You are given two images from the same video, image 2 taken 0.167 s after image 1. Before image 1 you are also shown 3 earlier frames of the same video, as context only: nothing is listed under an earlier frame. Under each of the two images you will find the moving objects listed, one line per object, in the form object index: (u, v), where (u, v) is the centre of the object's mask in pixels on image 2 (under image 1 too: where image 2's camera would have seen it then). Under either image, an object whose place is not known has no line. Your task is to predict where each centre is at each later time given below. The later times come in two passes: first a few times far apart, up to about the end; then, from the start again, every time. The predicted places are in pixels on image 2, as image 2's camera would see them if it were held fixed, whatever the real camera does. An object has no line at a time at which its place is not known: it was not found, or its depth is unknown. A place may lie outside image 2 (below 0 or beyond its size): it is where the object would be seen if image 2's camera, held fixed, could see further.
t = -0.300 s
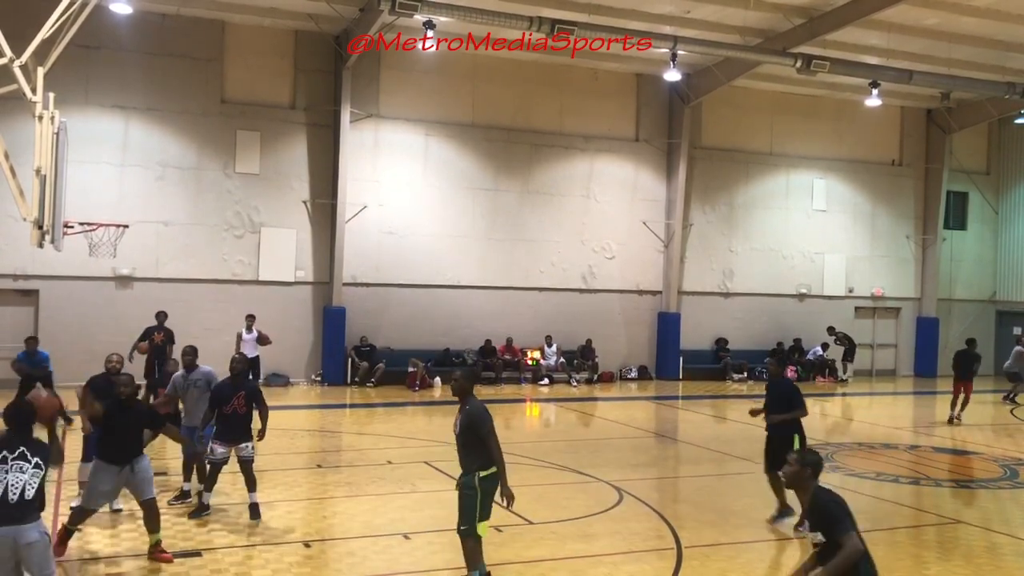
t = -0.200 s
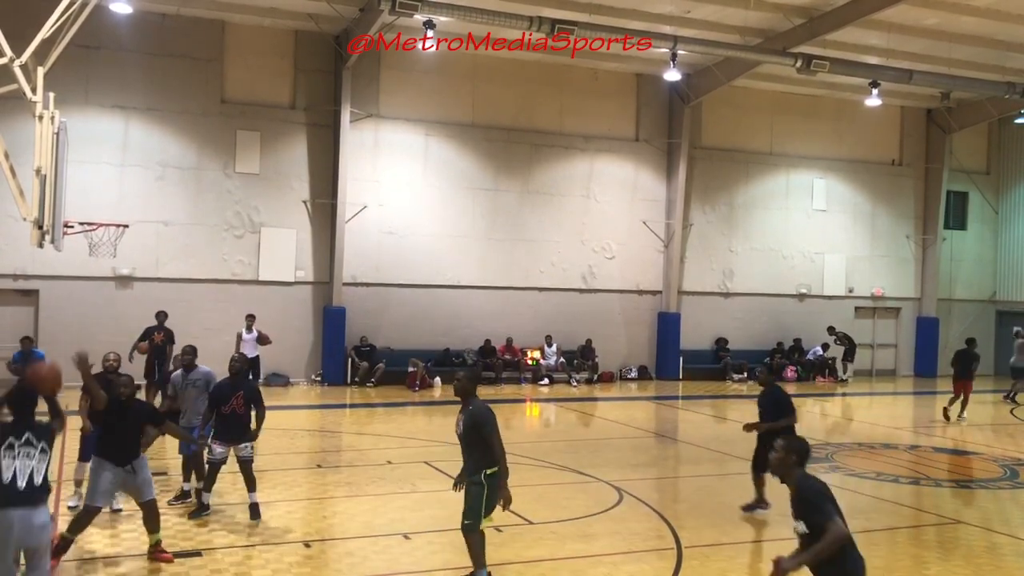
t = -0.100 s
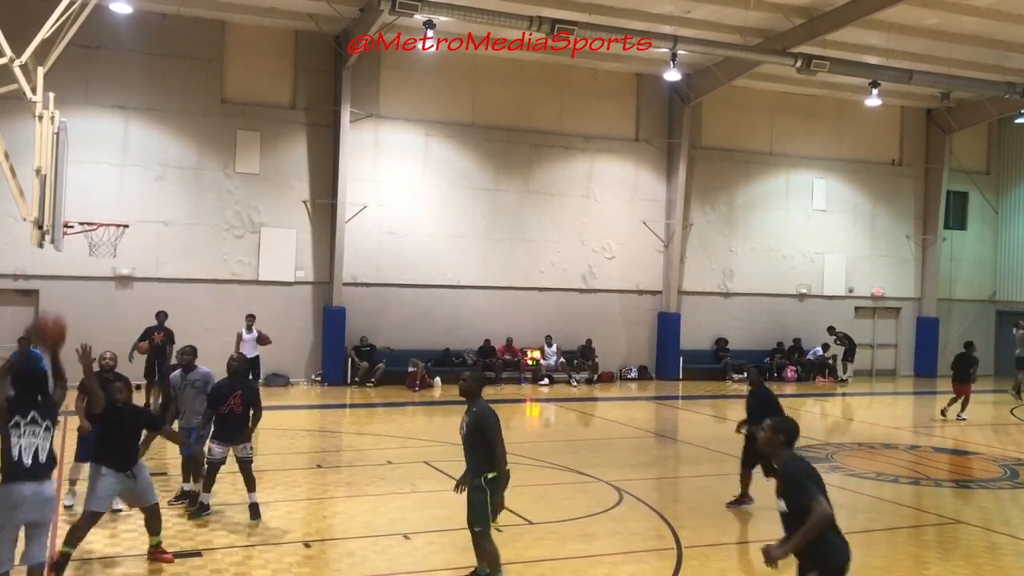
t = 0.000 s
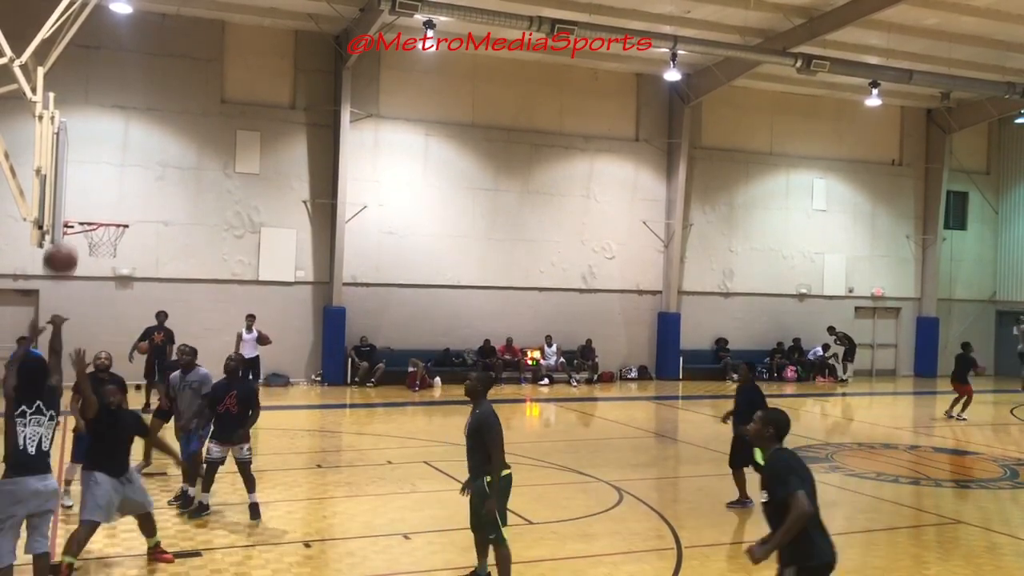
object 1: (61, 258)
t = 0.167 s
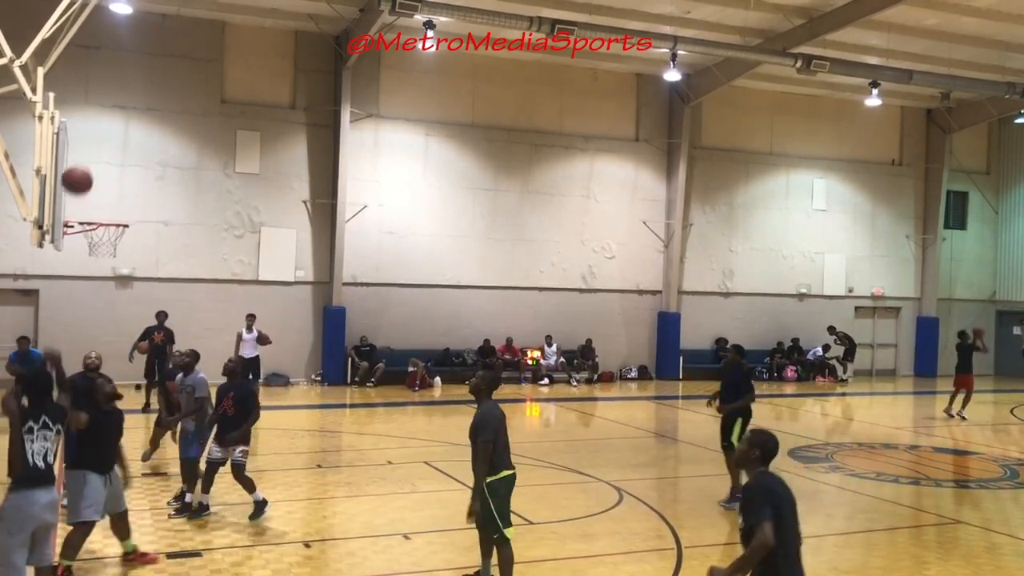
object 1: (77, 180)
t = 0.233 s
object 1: (83, 160)
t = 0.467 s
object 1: (99, 138)
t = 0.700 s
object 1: (111, 171)
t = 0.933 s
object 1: (109, 201)
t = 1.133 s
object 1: (88, 182)
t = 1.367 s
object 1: (86, 199)
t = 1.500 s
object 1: (96, 229)
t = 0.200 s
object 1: (80, 169)
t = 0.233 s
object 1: (83, 160)
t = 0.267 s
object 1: (86, 153)
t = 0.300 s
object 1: (88, 147)
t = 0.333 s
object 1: (91, 143)
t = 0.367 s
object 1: (93, 140)
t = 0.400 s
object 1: (95, 138)
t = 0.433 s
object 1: (97, 137)
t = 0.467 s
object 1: (99, 138)
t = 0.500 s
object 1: (101, 140)
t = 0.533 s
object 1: (103, 142)
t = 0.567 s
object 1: (104, 146)
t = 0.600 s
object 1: (106, 150)
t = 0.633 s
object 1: (108, 156)
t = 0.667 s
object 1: (109, 163)
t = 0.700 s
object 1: (111, 171)
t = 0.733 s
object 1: (112, 179)
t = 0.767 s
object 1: (113, 188)
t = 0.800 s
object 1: (114, 197)
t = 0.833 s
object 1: (115, 208)
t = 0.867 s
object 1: (115, 214)
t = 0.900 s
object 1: (112, 208)
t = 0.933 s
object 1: (109, 201)
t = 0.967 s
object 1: (105, 195)
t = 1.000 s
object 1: (102, 190)
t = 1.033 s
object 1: (98, 187)
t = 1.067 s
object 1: (95, 184)
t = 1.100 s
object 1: (91, 183)
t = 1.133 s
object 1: (88, 182)
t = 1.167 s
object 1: (84, 182)
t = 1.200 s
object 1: (81, 183)
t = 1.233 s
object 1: (76, 186)
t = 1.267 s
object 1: (78, 188)
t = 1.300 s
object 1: (81, 190)
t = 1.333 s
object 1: (83, 194)
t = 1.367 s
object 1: (86, 199)
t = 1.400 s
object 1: (88, 206)
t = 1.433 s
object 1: (91, 212)
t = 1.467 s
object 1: (93, 220)
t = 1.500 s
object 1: (96, 229)
